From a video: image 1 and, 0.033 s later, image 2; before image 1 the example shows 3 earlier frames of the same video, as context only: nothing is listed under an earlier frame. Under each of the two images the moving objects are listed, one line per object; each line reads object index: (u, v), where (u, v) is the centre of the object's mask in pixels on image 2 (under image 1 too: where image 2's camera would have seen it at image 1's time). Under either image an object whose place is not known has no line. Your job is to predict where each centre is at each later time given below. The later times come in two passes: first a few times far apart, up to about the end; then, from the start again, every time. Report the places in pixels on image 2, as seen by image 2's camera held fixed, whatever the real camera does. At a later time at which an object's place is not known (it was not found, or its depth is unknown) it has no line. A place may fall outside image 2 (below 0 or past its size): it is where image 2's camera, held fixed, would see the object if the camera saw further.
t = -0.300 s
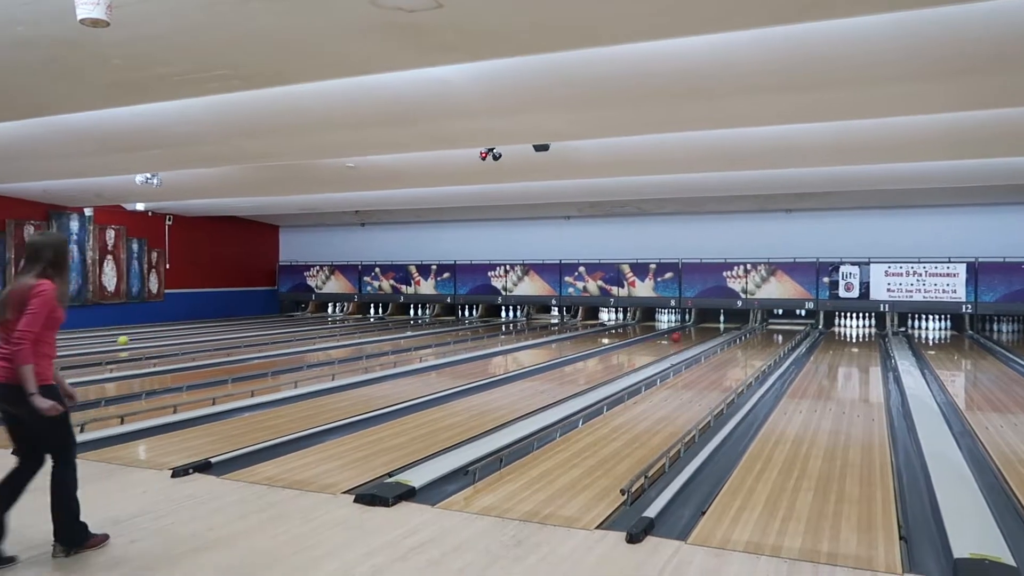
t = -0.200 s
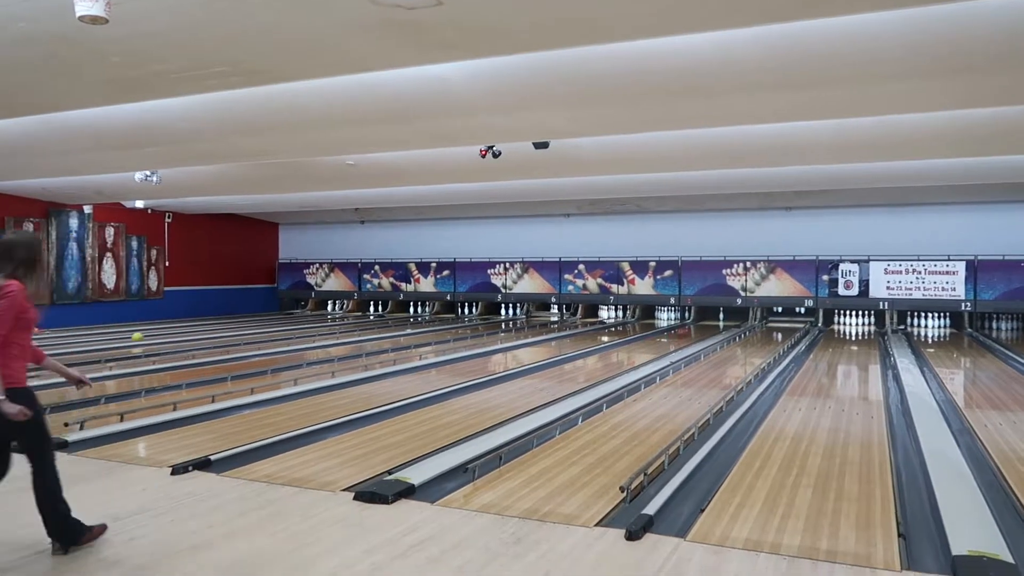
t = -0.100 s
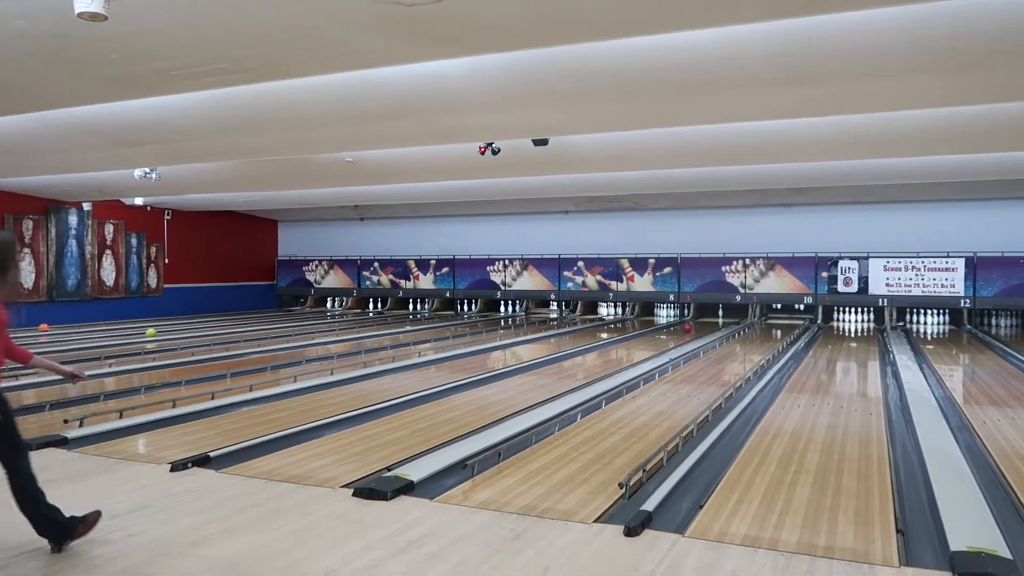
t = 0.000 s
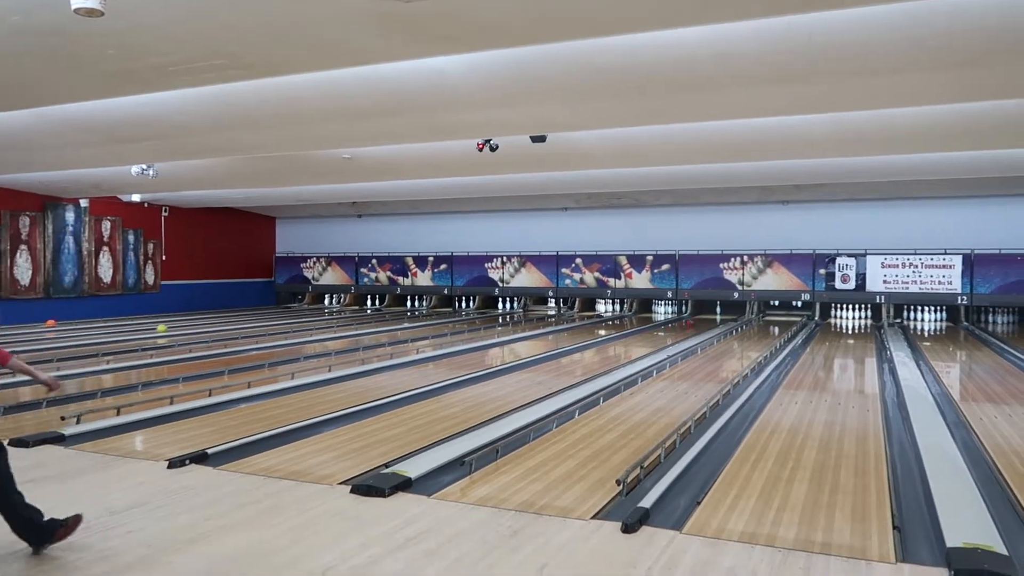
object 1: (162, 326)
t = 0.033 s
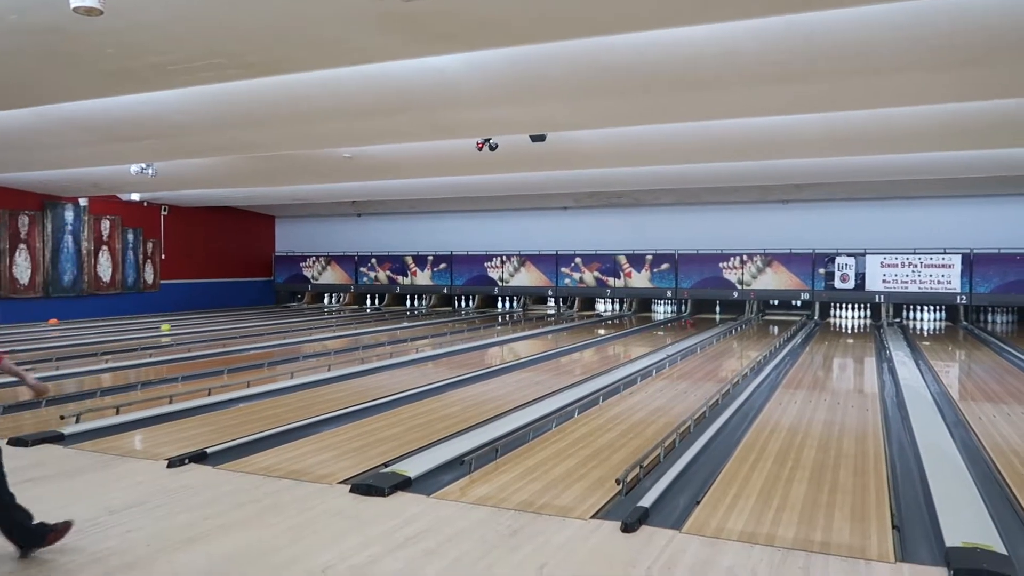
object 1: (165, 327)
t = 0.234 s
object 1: (189, 327)
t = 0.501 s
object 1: (215, 325)
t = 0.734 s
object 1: (236, 323)
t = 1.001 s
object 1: (258, 321)
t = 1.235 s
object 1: (276, 319)
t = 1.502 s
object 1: (293, 317)
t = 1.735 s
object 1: (308, 316)
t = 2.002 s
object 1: (324, 314)
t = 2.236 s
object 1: (337, 313)
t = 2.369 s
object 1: (344, 313)
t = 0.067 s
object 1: (170, 327)
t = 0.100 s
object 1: (175, 327)
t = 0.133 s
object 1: (178, 328)
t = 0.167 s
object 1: (182, 327)
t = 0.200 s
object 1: (185, 327)
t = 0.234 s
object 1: (189, 327)
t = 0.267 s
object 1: (193, 326)
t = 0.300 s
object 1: (196, 326)
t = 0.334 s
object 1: (200, 326)
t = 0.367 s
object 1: (203, 326)
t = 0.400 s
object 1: (206, 326)
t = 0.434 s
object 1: (209, 325)
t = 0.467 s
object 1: (212, 325)
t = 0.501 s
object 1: (215, 325)
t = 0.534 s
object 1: (218, 324)
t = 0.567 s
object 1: (221, 324)
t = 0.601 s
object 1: (224, 324)
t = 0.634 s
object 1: (227, 324)
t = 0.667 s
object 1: (230, 323)
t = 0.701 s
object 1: (233, 323)
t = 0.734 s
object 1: (236, 323)
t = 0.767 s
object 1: (238, 323)
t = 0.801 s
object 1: (241, 322)
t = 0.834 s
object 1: (244, 322)
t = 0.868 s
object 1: (247, 322)
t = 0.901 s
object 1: (250, 322)
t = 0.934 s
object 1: (252, 321)
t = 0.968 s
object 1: (255, 321)
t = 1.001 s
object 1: (258, 321)
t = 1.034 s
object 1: (261, 320)
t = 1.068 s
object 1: (263, 320)
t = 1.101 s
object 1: (266, 320)
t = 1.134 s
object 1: (268, 320)
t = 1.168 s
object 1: (271, 320)
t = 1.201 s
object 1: (273, 319)
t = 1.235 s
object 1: (276, 319)
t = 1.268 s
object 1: (278, 319)
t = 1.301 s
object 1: (280, 319)
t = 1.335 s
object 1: (283, 318)
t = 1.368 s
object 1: (285, 318)
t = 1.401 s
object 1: (287, 318)
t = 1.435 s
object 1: (289, 317)
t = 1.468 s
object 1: (291, 317)
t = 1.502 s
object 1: (293, 317)
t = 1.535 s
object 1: (295, 317)
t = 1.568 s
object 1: (298, 317)
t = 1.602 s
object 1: (300, 317)
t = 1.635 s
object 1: (302, 316)
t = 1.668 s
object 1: (304, 316)
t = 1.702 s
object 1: (306, 316)
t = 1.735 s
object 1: (308, 316)
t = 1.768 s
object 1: (311, 316)
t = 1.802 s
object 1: (312, 316)
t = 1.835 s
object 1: (314, 316)
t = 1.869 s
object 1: (317, 315)
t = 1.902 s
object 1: (319, 315)
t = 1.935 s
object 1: (320, 315)
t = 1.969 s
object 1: (322, 315)
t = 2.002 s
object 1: (324, 314)
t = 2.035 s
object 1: (327, 314)
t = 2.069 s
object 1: (328, 314)
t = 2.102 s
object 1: (330, 314)
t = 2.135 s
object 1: (332, 313)
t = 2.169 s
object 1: (333, 313)
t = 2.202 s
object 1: (335, 313)
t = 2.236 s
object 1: (337, 313)
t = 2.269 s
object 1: (339, 313)
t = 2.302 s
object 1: (341, 313)
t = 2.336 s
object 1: (342, 313)
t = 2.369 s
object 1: (344, 313)
